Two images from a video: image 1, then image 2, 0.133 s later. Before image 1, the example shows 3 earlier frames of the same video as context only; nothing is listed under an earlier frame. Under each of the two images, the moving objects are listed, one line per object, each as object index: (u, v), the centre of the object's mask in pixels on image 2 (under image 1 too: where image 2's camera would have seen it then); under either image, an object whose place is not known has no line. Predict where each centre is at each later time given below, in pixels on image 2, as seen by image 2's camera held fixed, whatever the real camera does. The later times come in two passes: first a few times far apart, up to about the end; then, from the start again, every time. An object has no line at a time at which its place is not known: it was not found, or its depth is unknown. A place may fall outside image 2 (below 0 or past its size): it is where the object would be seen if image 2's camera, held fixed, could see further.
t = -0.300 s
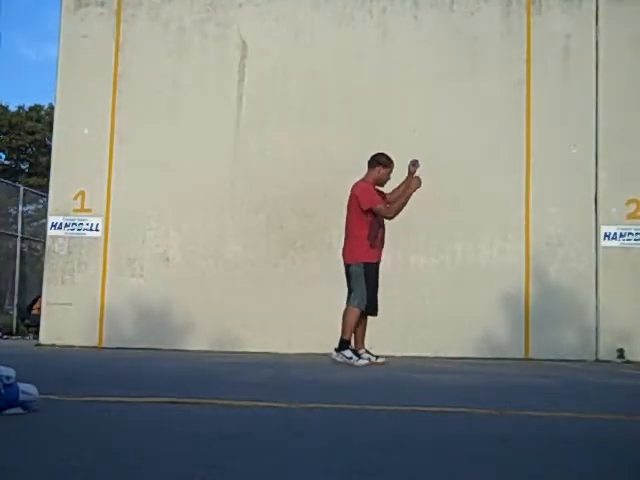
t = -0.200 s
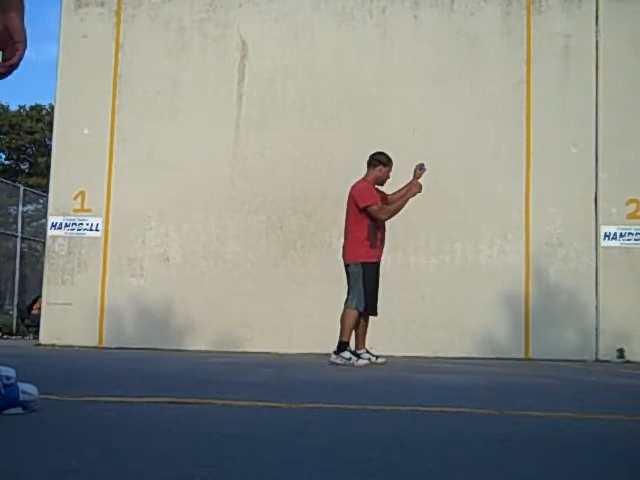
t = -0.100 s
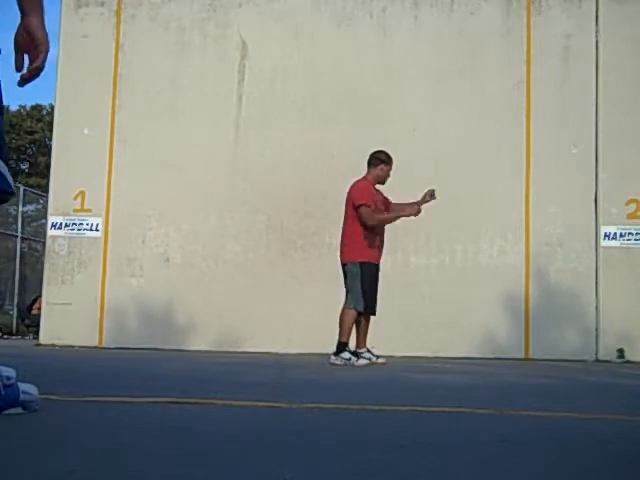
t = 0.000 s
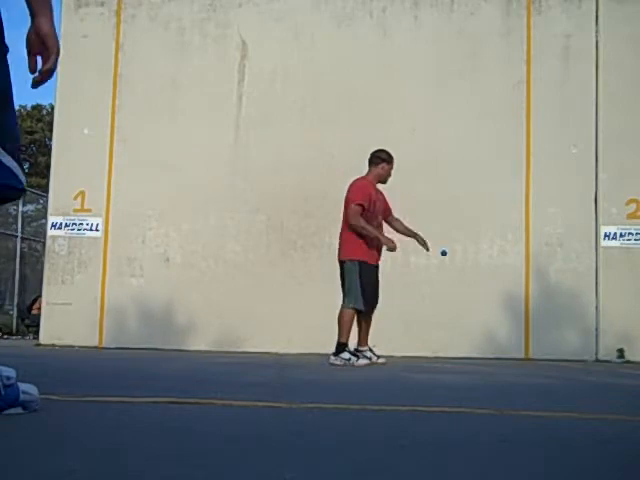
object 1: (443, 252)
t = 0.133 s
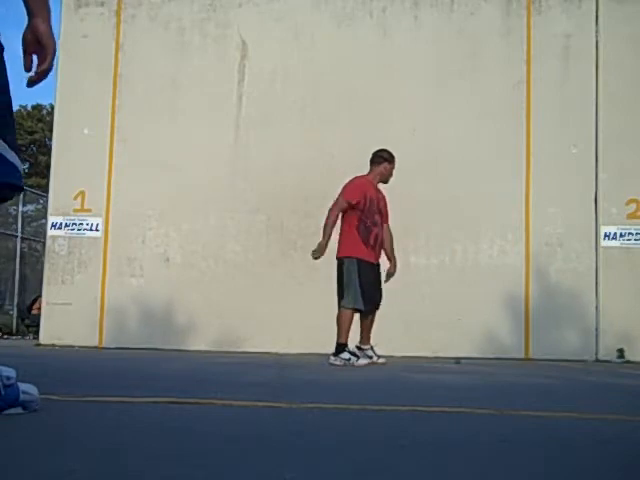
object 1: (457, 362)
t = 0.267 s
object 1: (460, 283)
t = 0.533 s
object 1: (466, 176)
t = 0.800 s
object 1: (470, 149)
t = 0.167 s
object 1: (458, 343)
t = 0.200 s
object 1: (459, 322)
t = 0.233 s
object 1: (460, 302)
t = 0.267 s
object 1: (460, 283)
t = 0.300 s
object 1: (461, 265)
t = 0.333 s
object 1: (461, 249)
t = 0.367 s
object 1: (462, 233)
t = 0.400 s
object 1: (463, 220)
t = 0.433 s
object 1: (464, 207)
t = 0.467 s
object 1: (464, 195)
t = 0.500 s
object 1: (465, 185)
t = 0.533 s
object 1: (466, 176)
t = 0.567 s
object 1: (467, 168)
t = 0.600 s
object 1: (467, 162)
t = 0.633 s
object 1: (468, 156)
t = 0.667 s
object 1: (468, 152)
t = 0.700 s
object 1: (468, 150)
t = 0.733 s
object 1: (469, 148)
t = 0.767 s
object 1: (469, 148)
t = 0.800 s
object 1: (470, 149)
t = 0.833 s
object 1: (470, 151)
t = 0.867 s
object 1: (471, 154)
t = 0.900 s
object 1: (471, 159)
